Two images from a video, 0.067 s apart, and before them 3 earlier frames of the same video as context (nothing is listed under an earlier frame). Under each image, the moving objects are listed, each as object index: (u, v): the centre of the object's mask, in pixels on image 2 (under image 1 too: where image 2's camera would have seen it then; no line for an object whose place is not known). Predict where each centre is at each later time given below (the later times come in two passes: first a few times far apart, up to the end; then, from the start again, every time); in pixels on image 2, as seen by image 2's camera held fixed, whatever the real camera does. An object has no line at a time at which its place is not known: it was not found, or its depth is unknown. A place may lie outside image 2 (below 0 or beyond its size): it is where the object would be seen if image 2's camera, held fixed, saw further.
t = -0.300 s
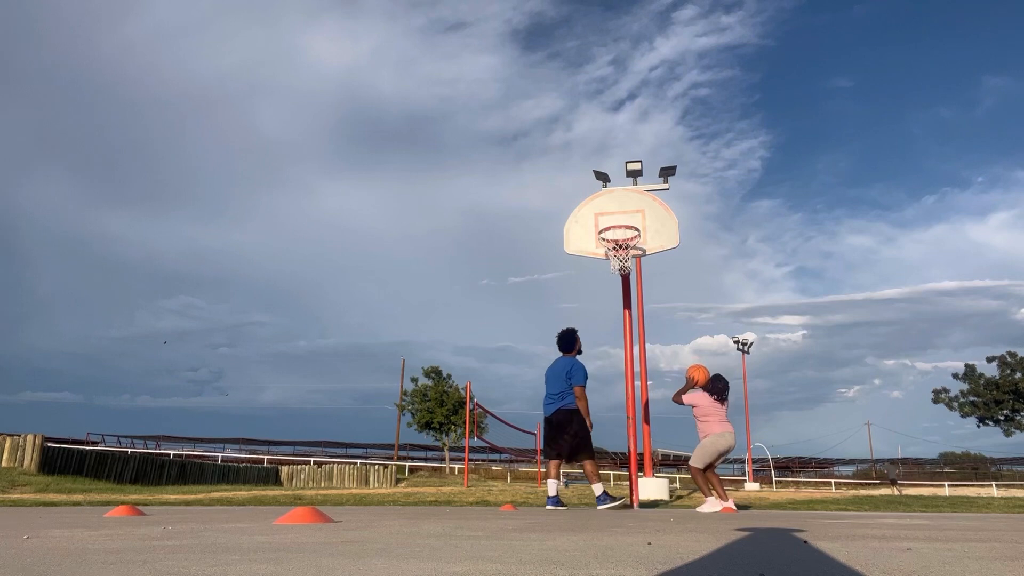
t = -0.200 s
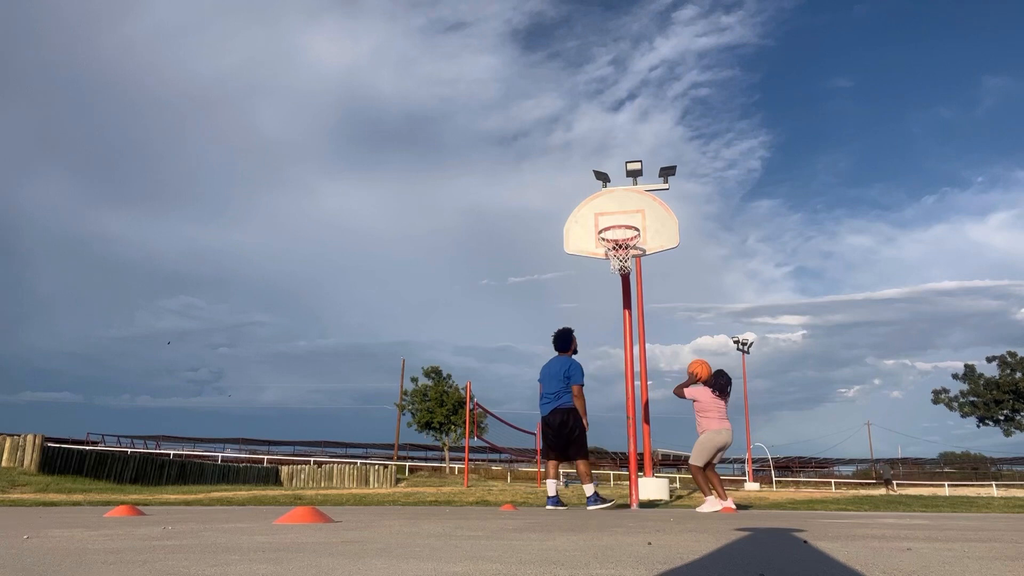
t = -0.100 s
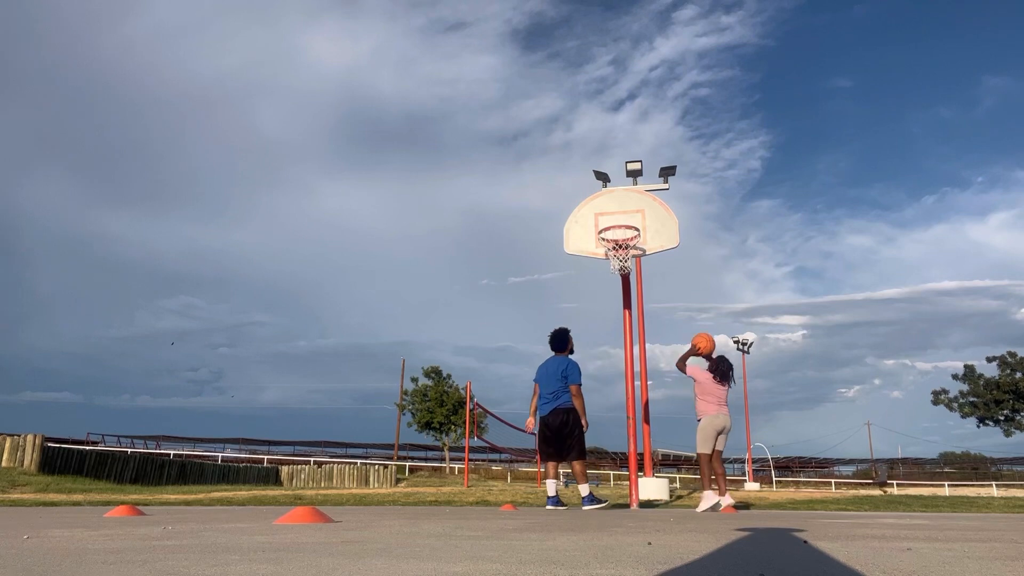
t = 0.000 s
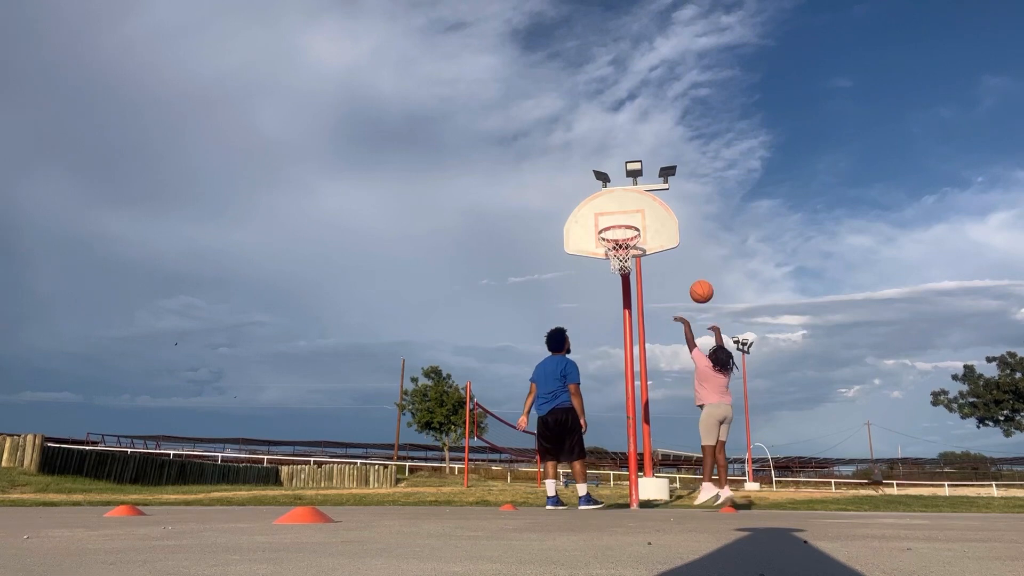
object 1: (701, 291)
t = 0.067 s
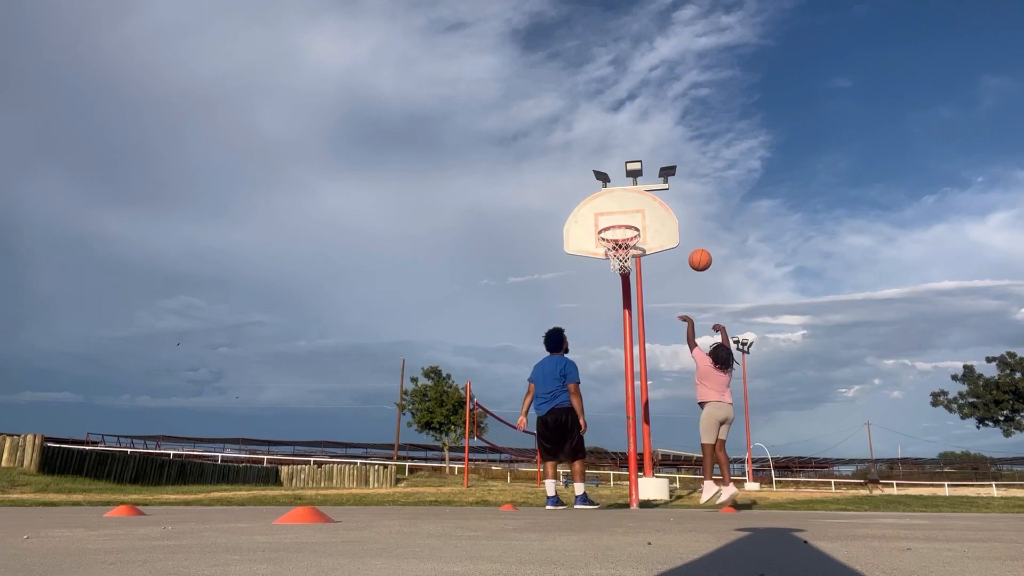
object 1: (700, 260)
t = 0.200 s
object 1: (698, 211)
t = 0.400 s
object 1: (697, 170)
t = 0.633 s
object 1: (699, 163)
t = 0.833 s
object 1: (703, 192)
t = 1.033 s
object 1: (710, 253)
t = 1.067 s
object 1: (711, 266)
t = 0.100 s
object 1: (700, 246)
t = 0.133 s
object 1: (699, 233)
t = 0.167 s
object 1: (699, 221)
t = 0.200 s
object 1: (698, 211)
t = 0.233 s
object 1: (698, 202)
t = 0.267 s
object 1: (698, 193)
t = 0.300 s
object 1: (697, 186)
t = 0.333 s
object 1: (697, 179)
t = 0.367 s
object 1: (697, 174)
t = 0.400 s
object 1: (697, 170)
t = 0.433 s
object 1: (697, 166)
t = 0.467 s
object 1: (697, 163)
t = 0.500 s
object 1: (698, 161)
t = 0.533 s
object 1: (698, 160)
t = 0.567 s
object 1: (698, 160)
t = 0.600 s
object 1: (699, 161)
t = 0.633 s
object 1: (699, 163)
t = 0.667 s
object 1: (700, 165)
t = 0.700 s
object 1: (700, 169)
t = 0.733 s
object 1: (701, 173)
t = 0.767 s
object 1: (702, 178)
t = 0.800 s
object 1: (703, 185)
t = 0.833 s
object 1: (703, 192)
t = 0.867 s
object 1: (704, 200)
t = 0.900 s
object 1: (705, 209)
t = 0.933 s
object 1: (706, 218)
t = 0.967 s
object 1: (708, 229)
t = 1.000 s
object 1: (709, 240)
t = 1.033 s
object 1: (710, 253)
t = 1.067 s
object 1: (711, 266)
